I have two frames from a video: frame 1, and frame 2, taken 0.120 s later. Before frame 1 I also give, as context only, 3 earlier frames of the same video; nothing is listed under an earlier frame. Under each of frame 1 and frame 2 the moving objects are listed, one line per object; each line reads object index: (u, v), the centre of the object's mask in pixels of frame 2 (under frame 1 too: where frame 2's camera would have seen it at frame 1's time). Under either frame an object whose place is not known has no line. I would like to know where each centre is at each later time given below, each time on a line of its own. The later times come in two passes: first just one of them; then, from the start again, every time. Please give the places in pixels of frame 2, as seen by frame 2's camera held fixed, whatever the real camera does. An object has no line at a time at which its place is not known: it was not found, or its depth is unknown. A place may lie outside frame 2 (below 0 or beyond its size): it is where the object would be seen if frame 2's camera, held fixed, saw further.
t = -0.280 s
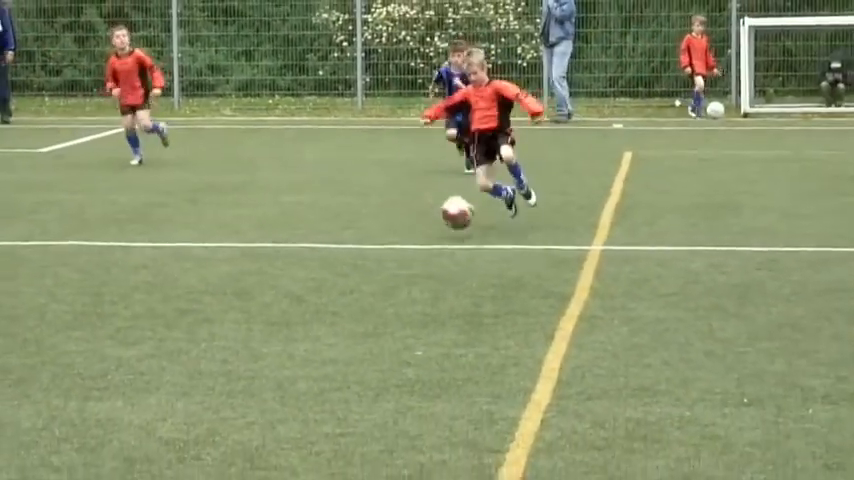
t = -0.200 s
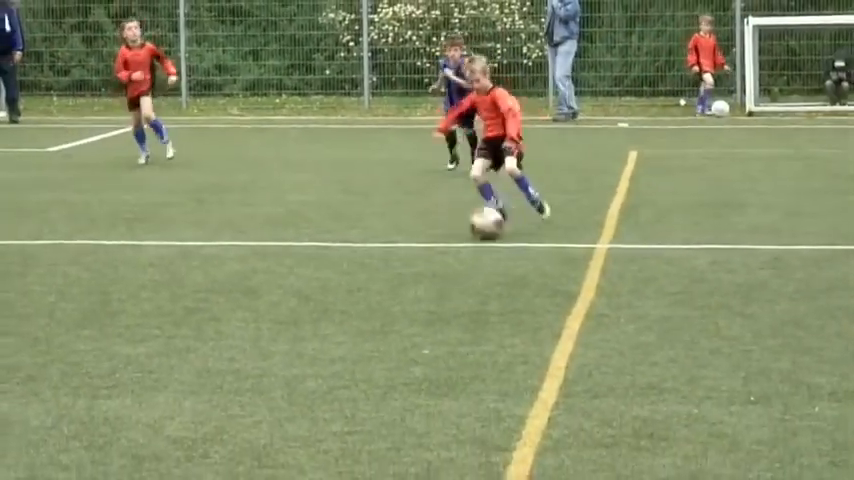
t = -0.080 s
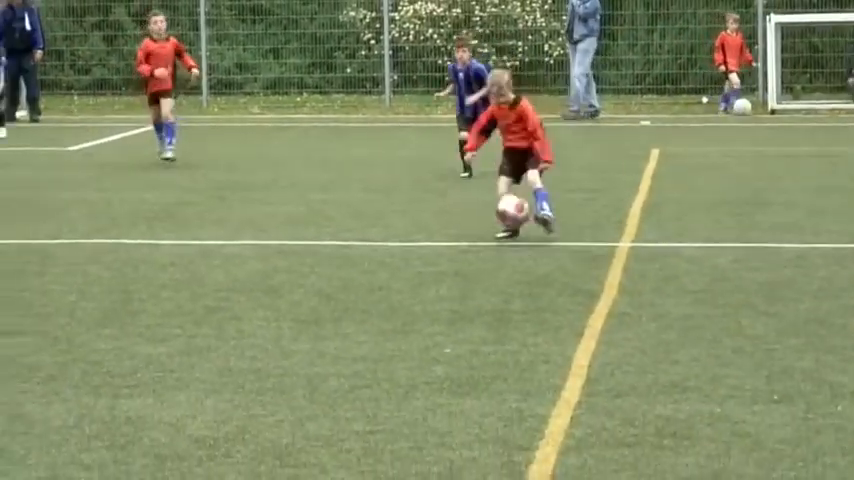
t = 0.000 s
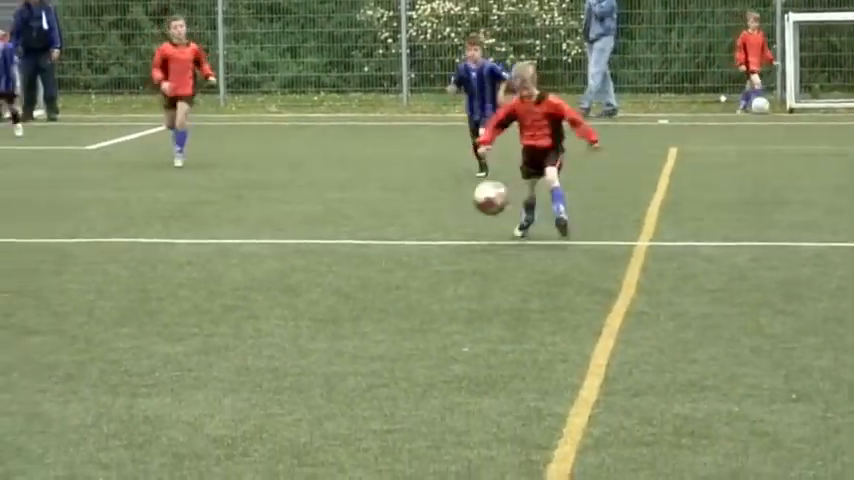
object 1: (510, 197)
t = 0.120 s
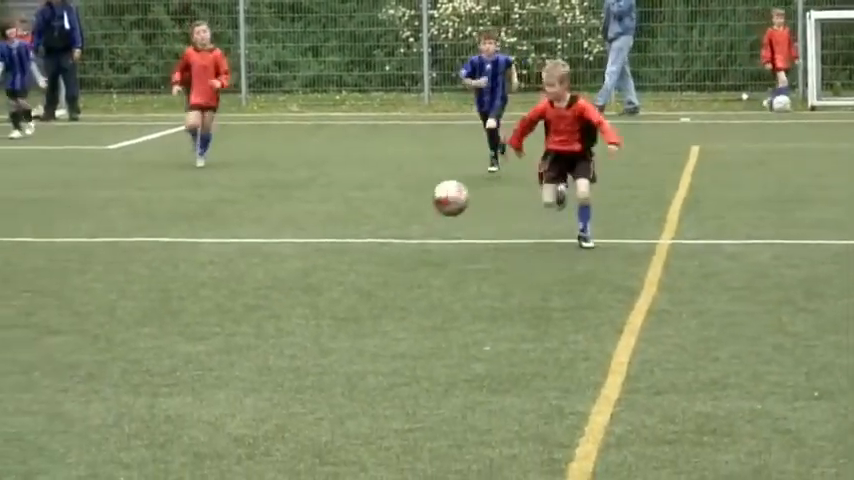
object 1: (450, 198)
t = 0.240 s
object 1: (385, 223)
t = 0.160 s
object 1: (428, 204)
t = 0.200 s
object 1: (406, 212)
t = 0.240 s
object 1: (385, 223)
